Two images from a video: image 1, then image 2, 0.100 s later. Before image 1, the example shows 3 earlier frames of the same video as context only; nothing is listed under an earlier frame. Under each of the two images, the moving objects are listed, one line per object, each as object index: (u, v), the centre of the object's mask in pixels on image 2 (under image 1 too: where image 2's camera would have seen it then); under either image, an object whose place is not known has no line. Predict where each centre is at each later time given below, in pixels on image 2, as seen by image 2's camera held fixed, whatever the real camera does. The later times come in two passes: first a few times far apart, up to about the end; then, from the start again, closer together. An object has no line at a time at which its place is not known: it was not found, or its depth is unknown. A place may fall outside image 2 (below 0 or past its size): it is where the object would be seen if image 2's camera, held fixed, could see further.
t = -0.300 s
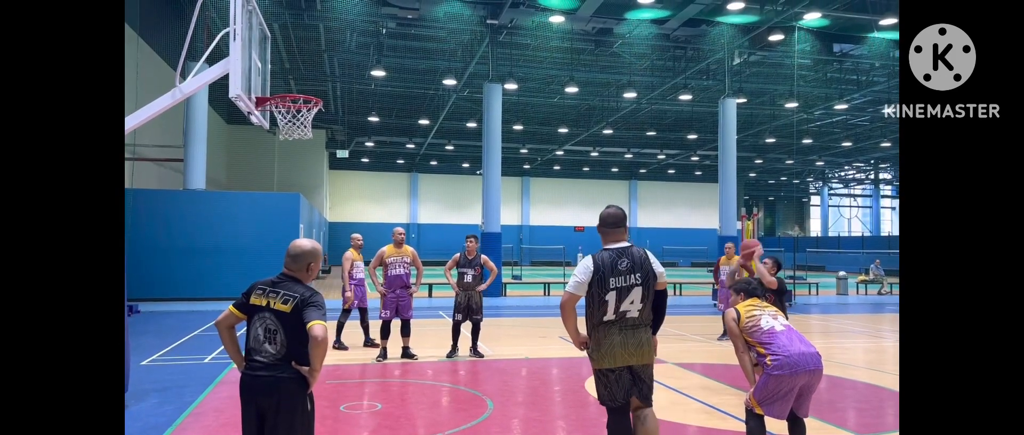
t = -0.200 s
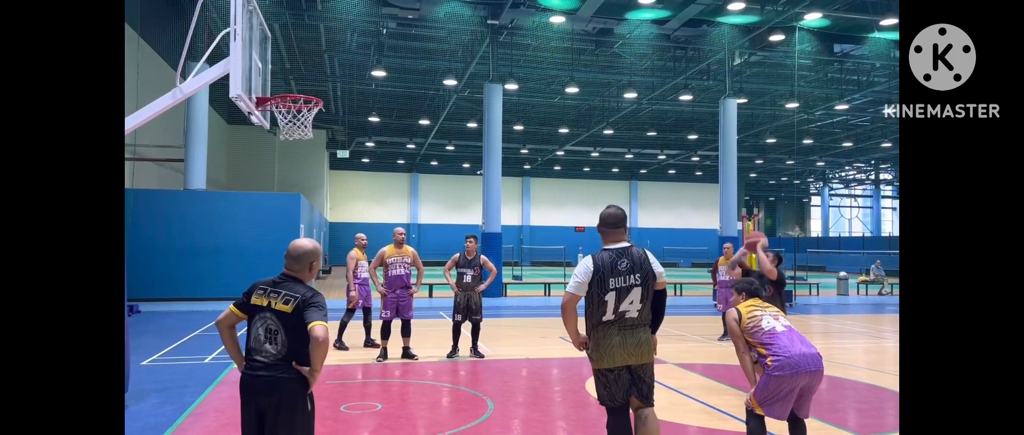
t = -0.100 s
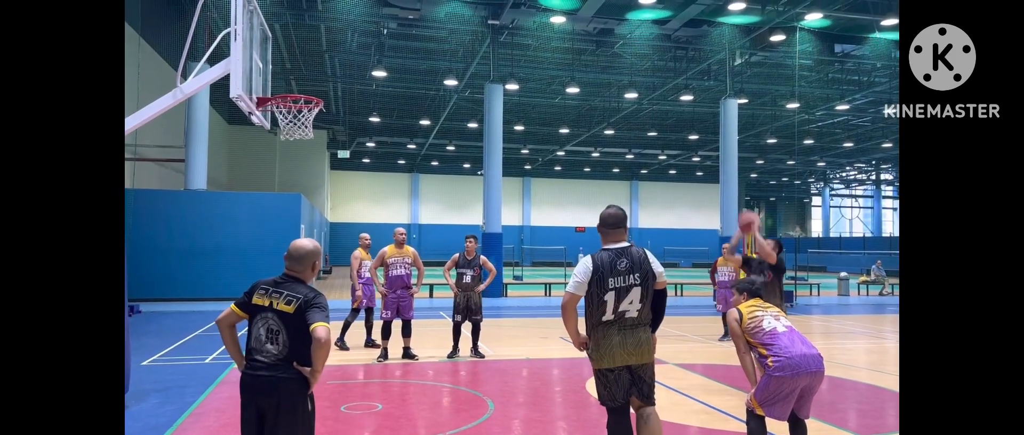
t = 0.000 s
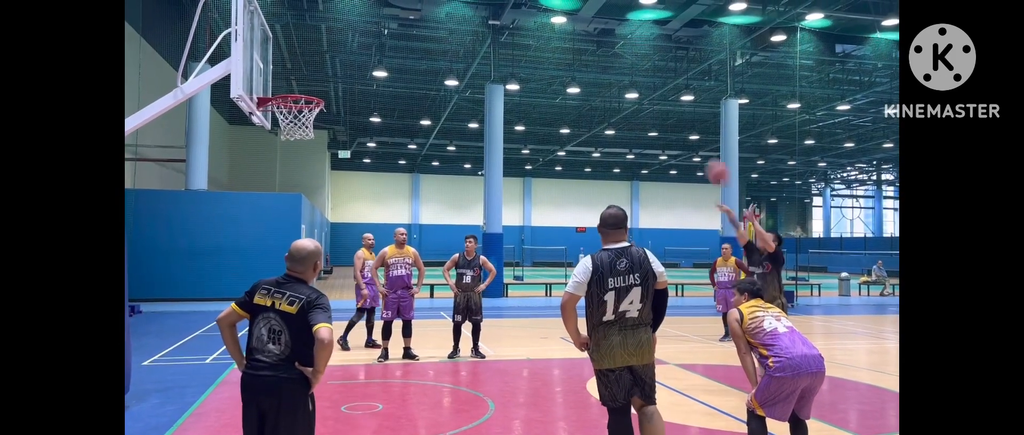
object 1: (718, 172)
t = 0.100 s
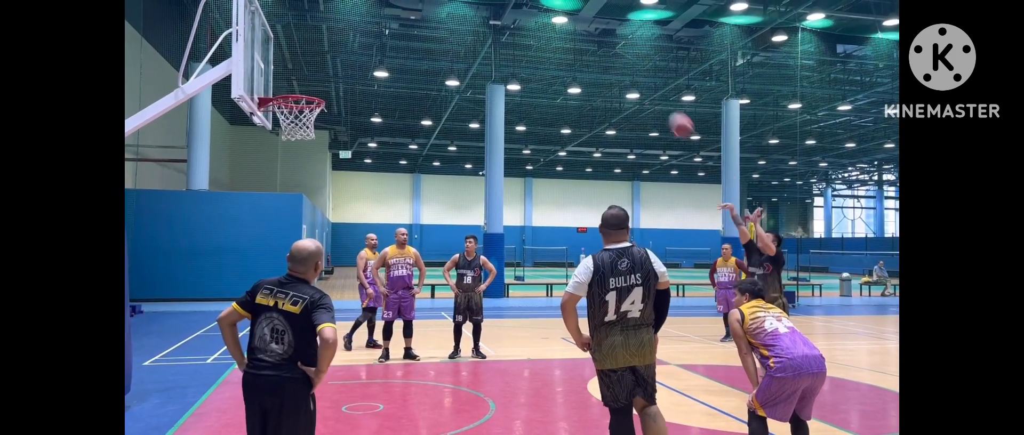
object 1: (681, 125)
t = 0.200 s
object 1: (643, 86)
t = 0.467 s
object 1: (540, 23)
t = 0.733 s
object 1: (435, 23)
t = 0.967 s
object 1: (339, 77)
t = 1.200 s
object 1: (279, 77)
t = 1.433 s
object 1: (319, 66)
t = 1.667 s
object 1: (360, 106)
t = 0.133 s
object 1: (669, 111)
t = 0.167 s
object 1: (656, 98)
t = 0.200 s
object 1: (643, 86)
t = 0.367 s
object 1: (580, 40)
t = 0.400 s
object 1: (567, 34)
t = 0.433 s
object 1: (553, 29)
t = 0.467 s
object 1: (540, 23)
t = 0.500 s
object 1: (527, 20)
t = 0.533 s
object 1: (514, 18)
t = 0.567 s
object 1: (501, 16)
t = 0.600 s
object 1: (489, 16)
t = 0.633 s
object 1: (476, 16)
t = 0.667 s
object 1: (462, 17)
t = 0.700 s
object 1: (448, 20)
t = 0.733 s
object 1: (435, 23)
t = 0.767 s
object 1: (421, 28)
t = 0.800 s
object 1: (408, 33)
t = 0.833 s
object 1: (394, 40)
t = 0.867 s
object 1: (381, 47)
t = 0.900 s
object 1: (367, 56)
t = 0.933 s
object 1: (353, 66)
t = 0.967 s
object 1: (339, 77)
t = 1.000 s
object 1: (326, 88)
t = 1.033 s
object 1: (313, 89)
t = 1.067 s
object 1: (303, 87)
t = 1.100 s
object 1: (291, 87)
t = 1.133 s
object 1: (281, 87)
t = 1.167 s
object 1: (275, 84)
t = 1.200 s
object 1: (279, 77)
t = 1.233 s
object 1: (285, 73)
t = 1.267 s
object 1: (290, 69)
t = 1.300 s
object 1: (296, 66)
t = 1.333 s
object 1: (302, 64)
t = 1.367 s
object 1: (308, 64)
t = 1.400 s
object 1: (314, 64)
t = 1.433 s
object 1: (319, 66)
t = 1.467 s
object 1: (326, 68)
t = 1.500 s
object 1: (331, 72)
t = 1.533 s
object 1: (337, 76)
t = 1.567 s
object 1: (343, 82)
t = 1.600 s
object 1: (349, 89)
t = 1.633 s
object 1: (354, 97)
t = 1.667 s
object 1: (360, 106)
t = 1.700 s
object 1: (365, 115)
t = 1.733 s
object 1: (371, 126)
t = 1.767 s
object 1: (378, 137)
